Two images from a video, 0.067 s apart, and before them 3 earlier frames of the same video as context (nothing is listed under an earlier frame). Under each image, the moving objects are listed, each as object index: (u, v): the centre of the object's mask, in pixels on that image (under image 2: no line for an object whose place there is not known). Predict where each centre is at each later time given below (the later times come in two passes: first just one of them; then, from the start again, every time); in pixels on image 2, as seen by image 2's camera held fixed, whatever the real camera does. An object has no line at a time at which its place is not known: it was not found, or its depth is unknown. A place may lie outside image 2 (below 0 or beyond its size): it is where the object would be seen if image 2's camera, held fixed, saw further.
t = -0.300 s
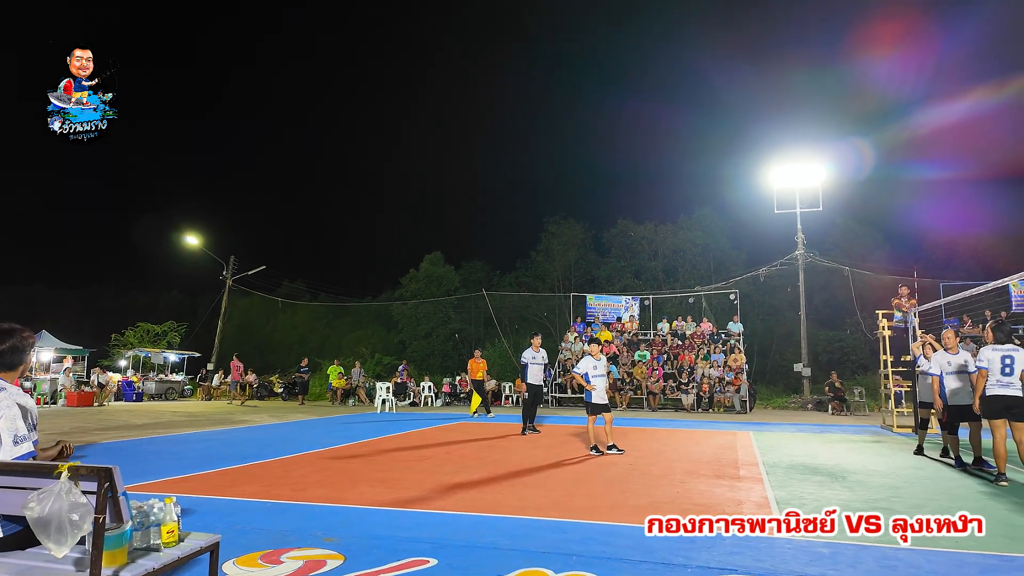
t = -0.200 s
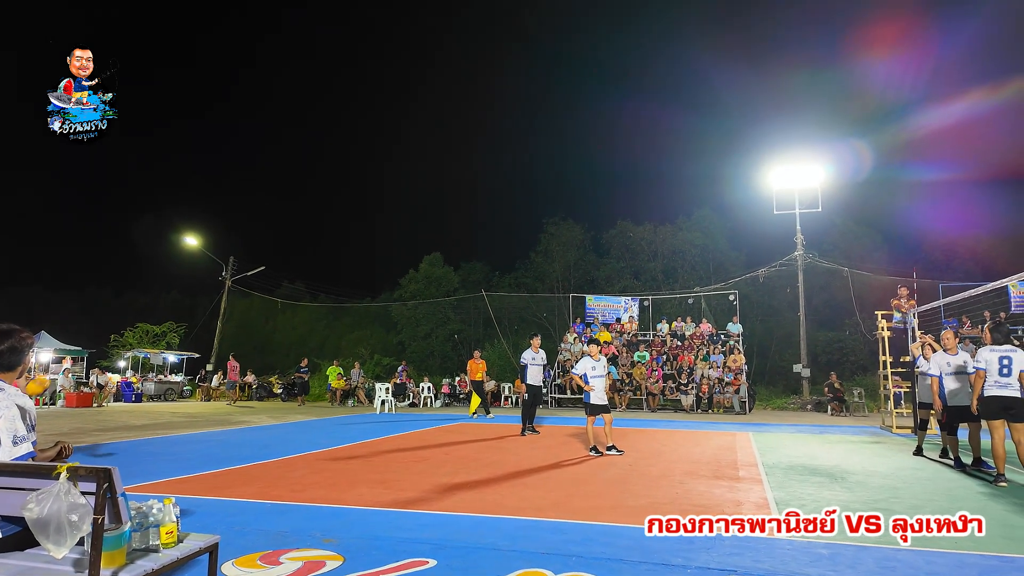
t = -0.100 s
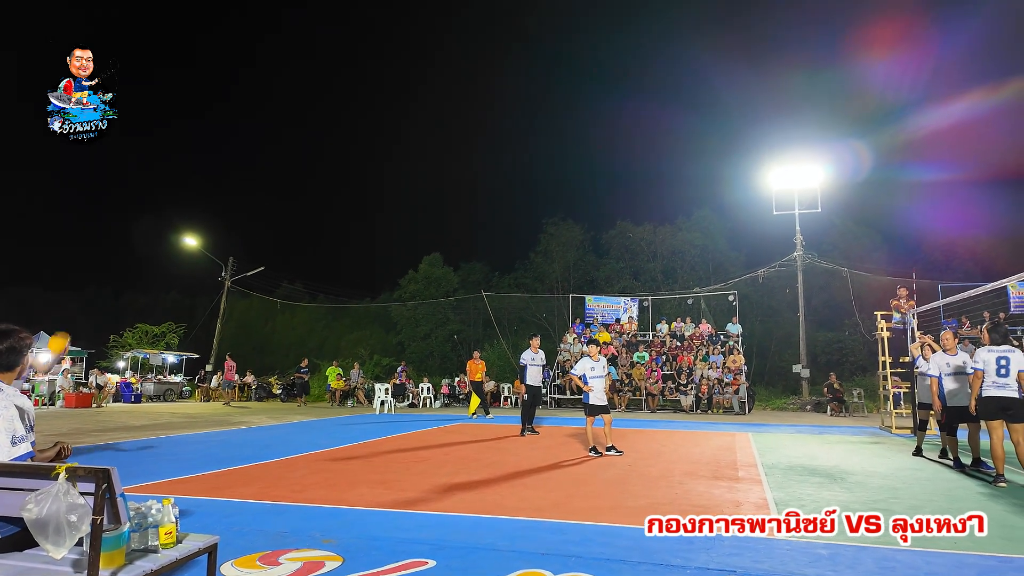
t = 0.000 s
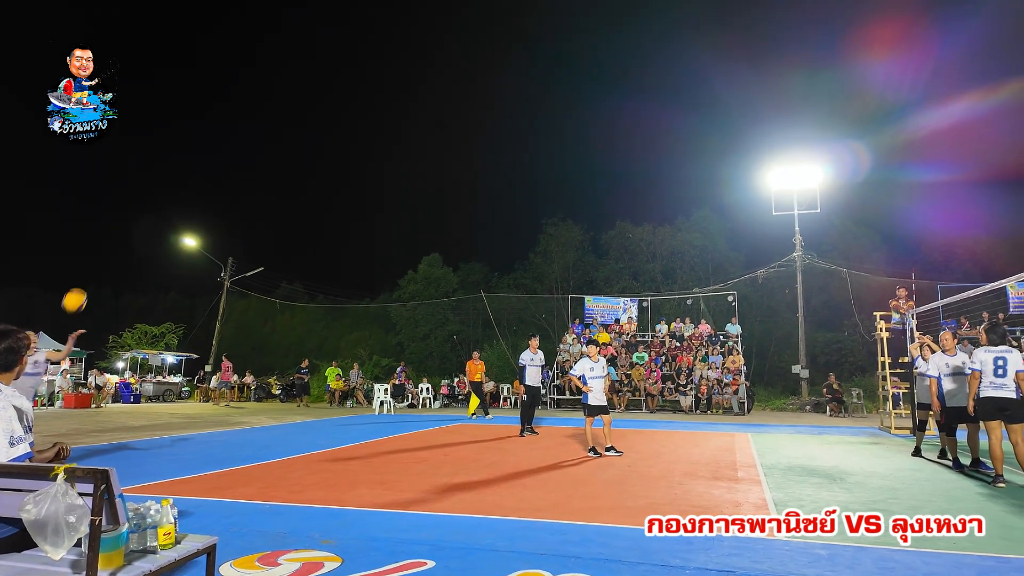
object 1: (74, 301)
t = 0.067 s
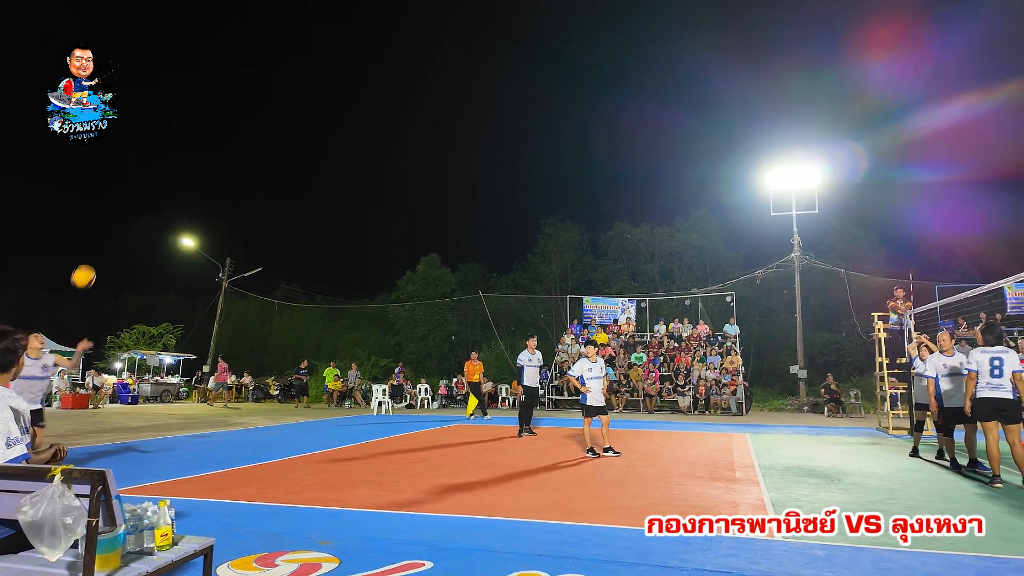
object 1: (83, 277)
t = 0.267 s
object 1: (117, 230)
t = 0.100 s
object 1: (89, 266)
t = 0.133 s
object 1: (95, 257)
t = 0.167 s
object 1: (100, 248)
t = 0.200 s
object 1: (106, 241)
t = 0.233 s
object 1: (111, 235)
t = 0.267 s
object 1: (117, 230)
